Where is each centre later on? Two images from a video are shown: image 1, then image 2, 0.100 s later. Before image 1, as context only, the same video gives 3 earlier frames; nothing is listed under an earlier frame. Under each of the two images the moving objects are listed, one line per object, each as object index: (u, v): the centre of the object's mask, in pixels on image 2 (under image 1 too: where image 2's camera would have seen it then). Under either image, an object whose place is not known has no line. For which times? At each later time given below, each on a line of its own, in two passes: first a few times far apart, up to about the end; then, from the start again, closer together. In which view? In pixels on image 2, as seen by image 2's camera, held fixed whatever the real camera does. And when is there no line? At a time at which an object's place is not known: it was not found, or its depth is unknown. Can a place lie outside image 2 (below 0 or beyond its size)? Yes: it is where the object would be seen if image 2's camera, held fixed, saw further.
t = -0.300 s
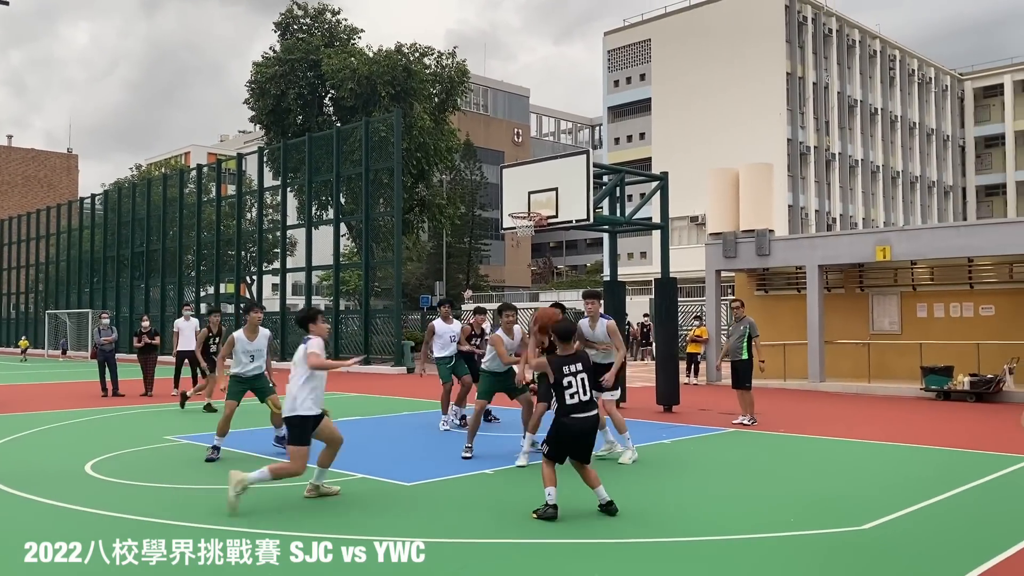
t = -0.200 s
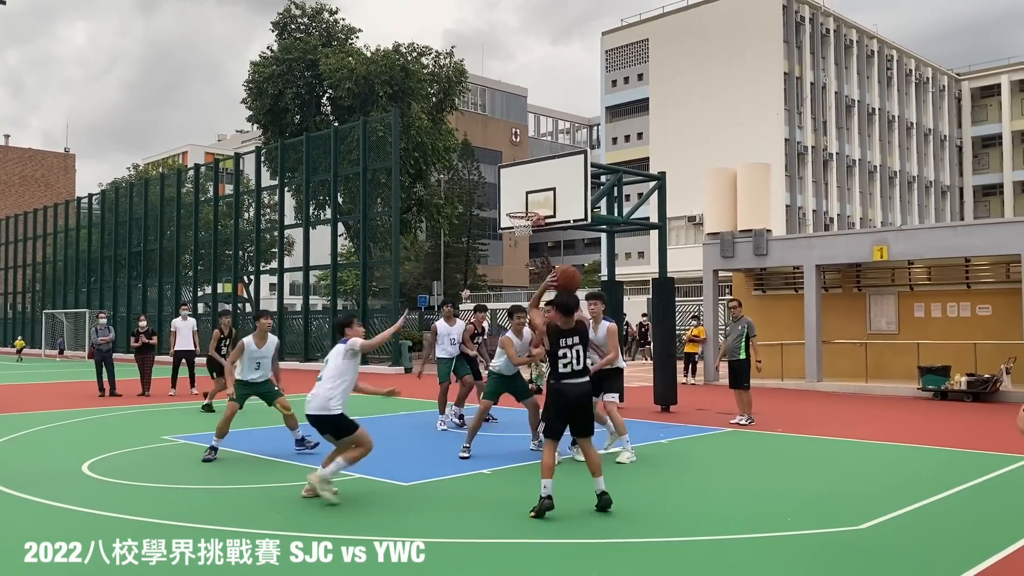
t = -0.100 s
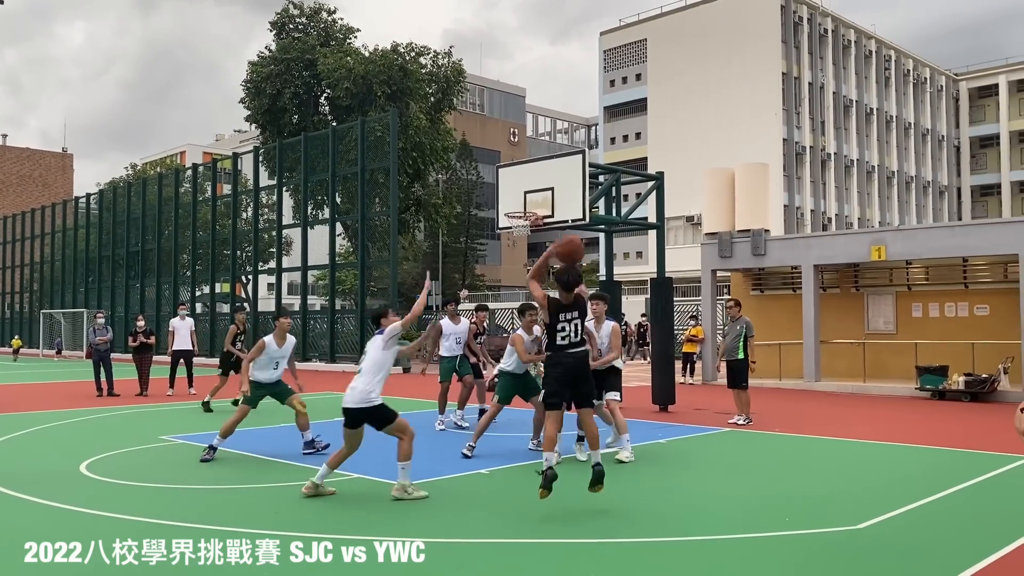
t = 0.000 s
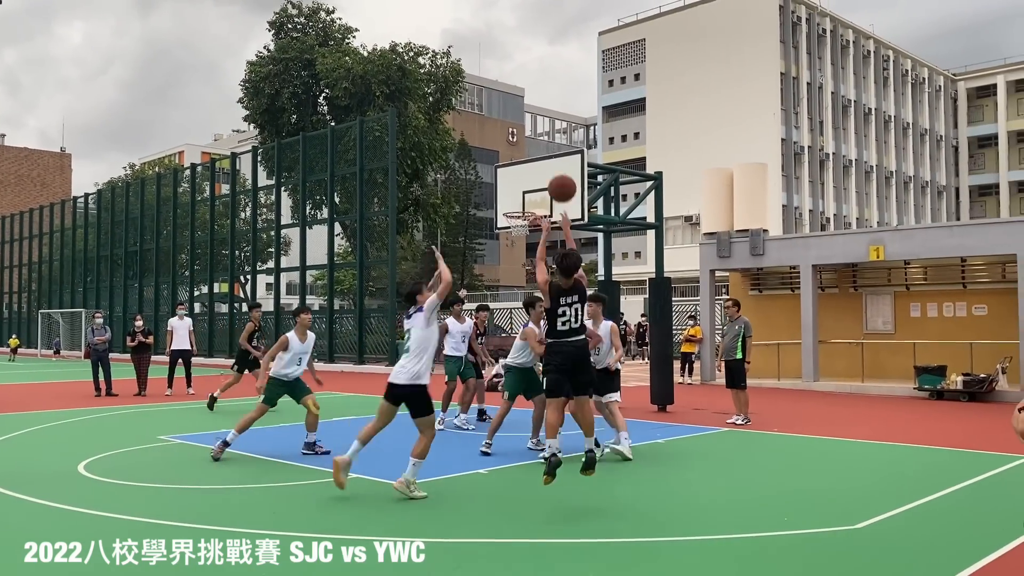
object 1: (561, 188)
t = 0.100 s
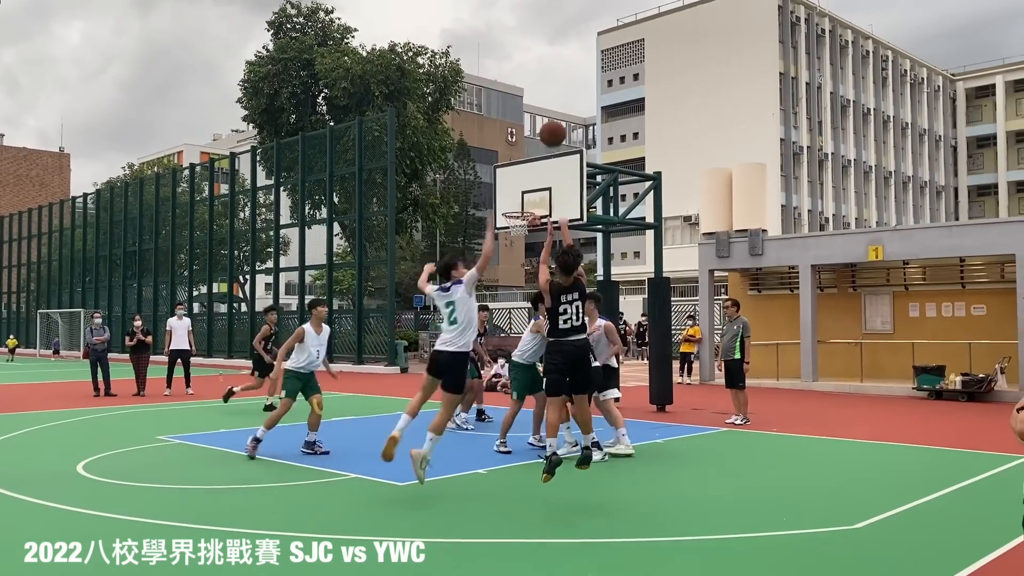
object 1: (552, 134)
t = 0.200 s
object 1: (545, 96)
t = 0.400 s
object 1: (533, 62)
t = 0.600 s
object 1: (523, 68)
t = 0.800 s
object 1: (516, 104)
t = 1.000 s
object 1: (511, 162)
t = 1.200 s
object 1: (505, 199)
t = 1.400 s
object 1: (498, 196)
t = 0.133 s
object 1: (550, 119)
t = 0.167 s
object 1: (547, 107)
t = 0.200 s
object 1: (545, 96)
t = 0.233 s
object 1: (543, 87)
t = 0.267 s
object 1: (541, 79)
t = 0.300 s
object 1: (538, 73)
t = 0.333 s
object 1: (536, 68)
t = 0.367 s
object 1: (534, 64)
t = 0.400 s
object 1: (533, 62)
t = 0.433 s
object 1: (531, 61)
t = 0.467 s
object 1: (529, 61)
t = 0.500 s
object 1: (527, 61)
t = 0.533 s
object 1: (526, 63)
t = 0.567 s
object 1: (524, 65)
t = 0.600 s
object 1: (523, 68)
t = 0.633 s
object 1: (522, 72)
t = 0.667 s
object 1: (520, 77)
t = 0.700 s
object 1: (519, 83)
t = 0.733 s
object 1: (518, 89)
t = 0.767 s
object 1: (517, 96)
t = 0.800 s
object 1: (516, 104)
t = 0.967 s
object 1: (511, 151)
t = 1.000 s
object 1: (511, 162)
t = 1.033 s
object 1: (510, 173)
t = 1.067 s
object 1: (509, 184)
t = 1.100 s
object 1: (508, 197)
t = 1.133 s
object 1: (507, 206)
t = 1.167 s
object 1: (506, 202)
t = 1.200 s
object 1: (505, 199)
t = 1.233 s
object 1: (503, 196)
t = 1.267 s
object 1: (502, 195)
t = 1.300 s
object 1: (502, 194)
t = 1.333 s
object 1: (500, 194)
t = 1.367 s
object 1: (499, 194)
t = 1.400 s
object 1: (498, 196)
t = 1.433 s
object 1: (497, 197)
